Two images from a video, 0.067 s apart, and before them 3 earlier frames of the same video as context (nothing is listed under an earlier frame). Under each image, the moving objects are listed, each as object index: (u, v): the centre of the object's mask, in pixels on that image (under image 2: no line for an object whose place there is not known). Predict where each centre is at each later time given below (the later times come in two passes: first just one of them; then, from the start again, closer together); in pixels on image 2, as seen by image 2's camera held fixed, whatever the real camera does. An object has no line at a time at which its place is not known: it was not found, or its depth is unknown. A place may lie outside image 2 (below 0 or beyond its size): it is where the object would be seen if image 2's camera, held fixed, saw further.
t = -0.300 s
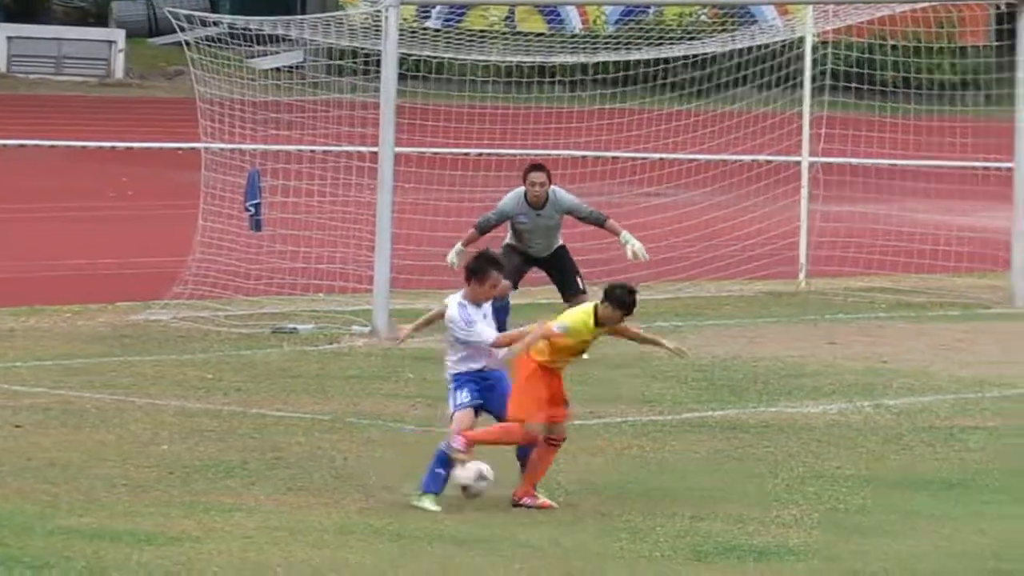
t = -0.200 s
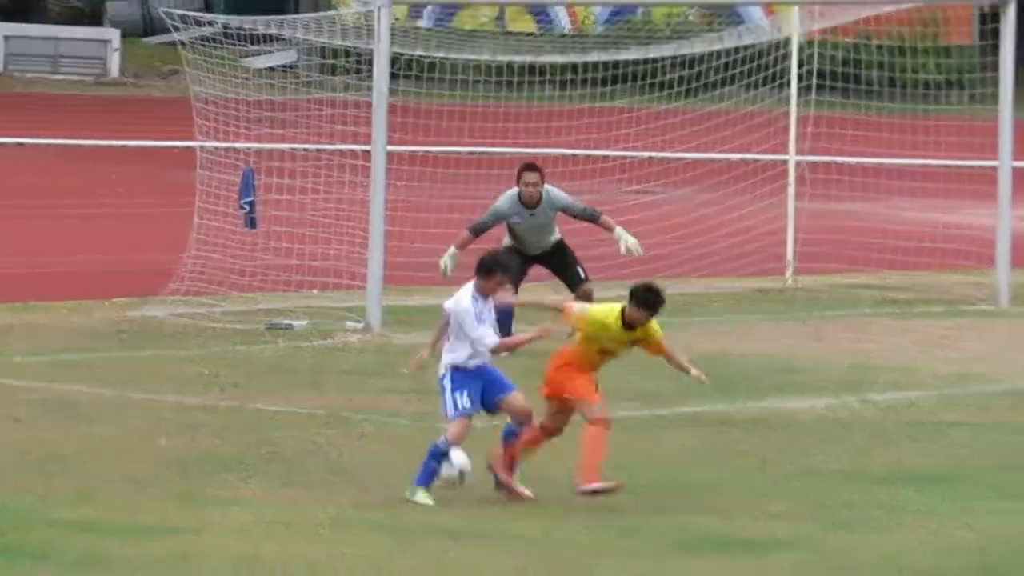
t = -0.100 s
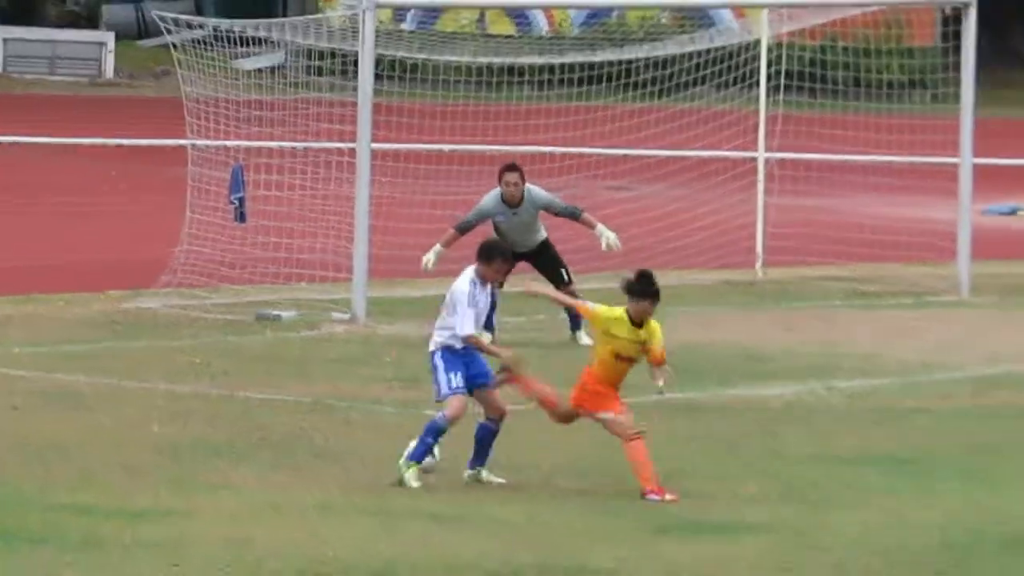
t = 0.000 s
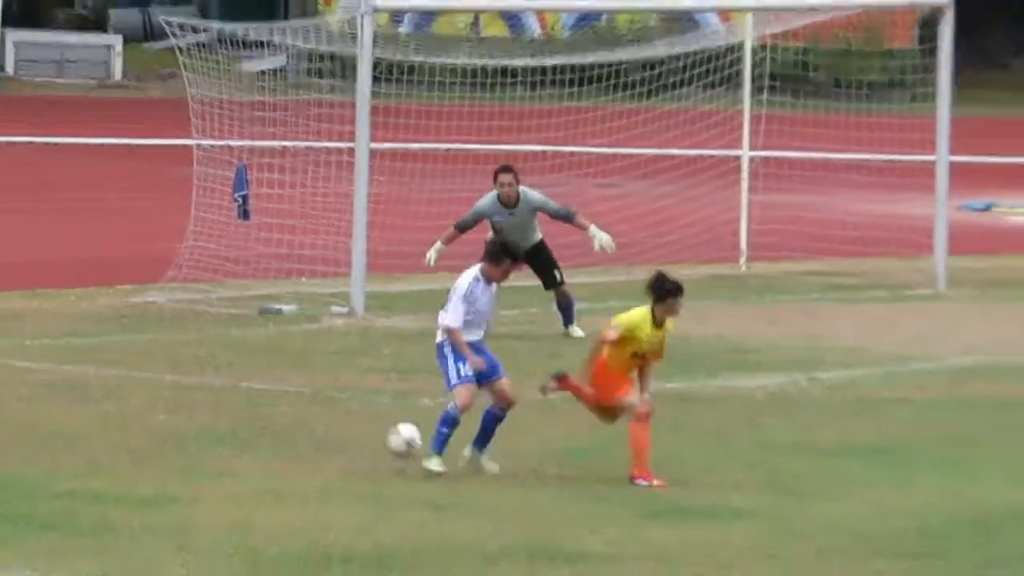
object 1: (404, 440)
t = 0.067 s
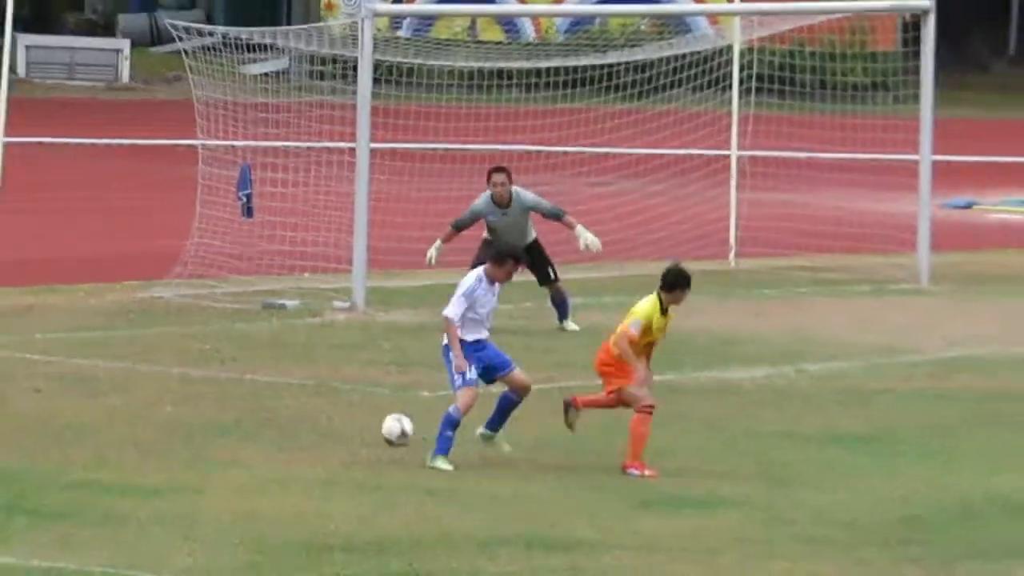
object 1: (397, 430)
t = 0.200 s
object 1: (382, 428)
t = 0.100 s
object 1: (393, 430)
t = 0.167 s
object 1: (385, 429)
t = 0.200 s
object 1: (382, 428)
